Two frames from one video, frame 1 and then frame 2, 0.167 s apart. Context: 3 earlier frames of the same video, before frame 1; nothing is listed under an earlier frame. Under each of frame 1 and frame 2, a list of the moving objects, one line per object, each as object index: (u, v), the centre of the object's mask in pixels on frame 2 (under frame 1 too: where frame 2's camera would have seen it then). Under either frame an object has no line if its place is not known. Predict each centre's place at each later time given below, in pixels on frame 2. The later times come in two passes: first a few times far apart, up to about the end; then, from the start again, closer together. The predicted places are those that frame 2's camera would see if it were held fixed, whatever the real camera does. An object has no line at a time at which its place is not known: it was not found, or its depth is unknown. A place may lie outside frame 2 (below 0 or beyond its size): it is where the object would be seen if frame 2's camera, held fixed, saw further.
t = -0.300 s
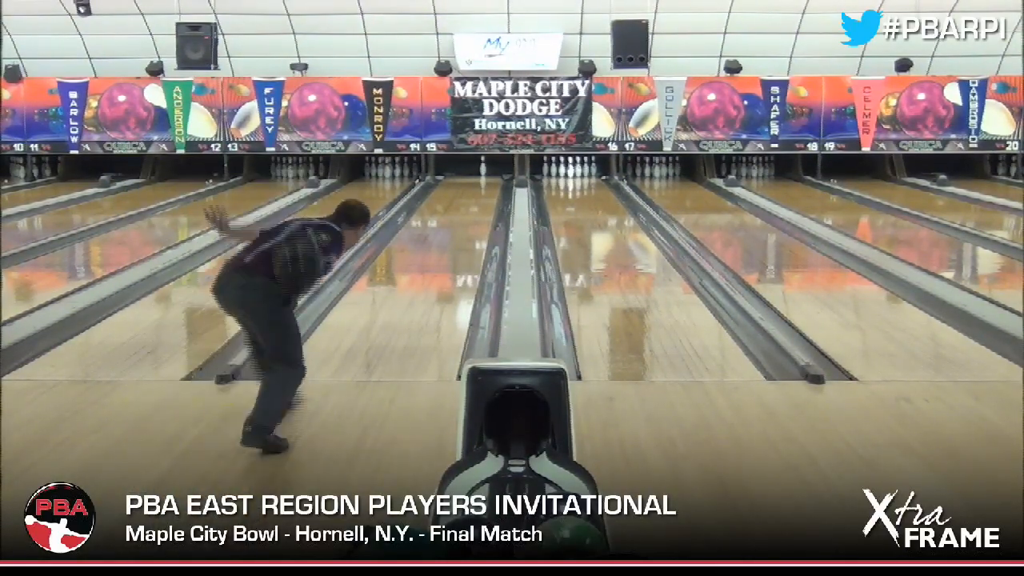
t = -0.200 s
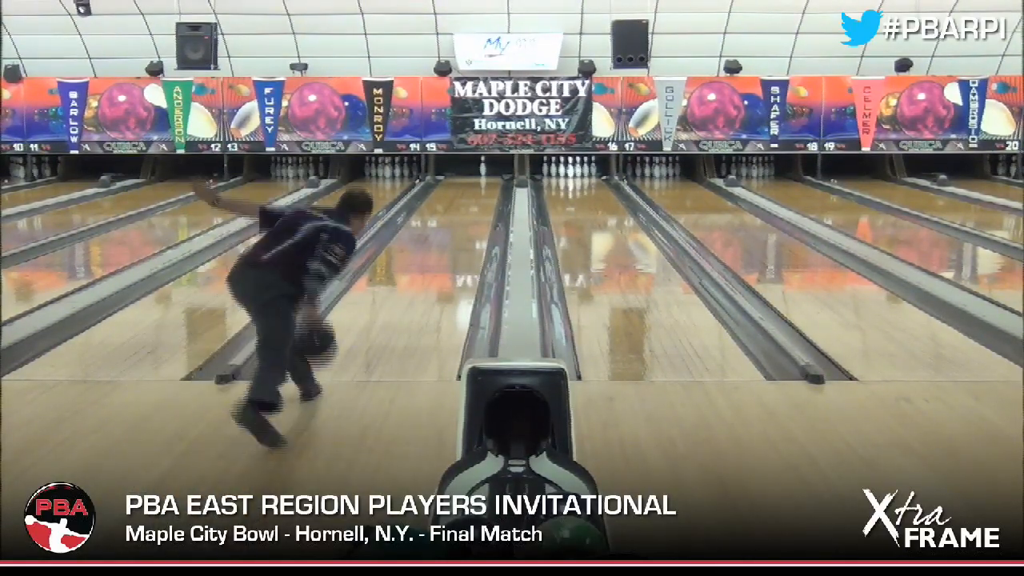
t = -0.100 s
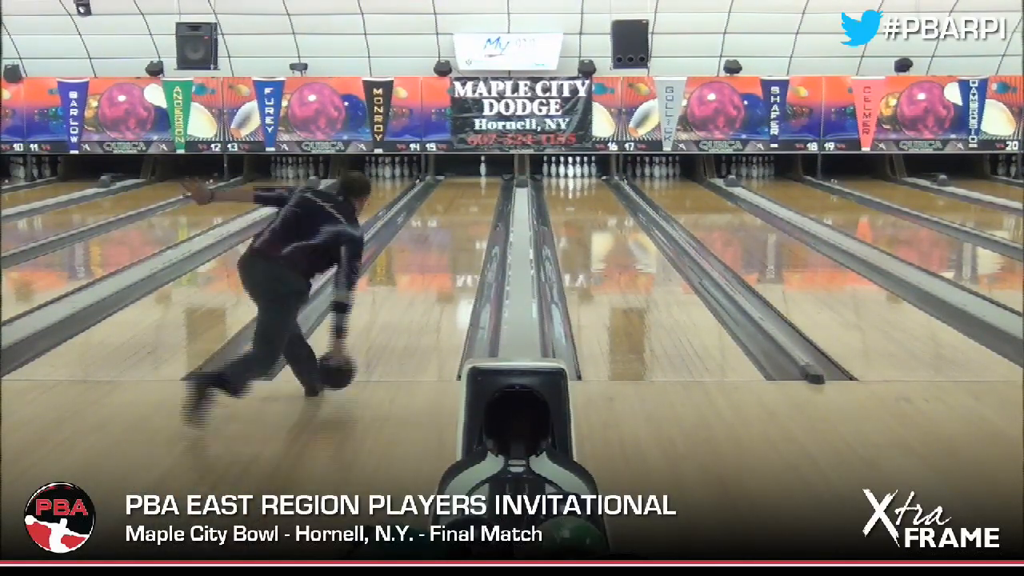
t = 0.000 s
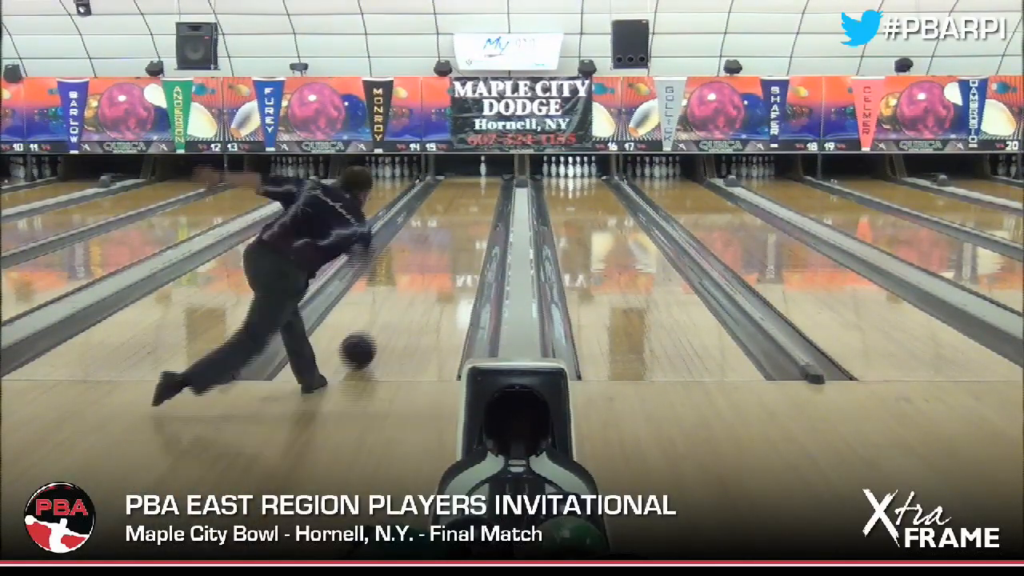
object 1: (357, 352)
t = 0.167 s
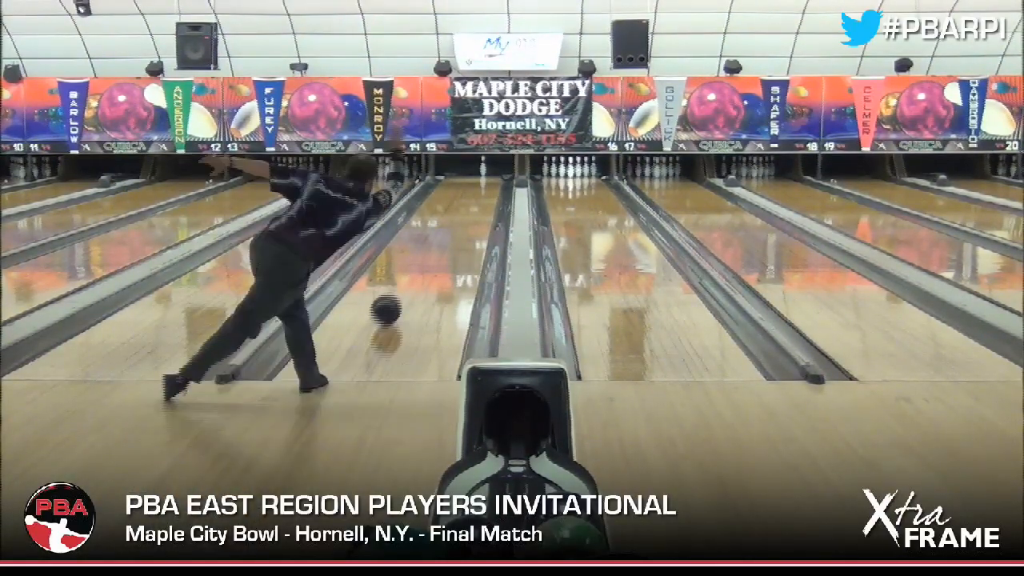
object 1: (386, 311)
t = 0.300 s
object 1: (403, 286)
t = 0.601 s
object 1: (430, 247)
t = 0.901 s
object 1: (448, 221)
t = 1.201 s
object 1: (461, 202)
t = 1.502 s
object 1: (470, 188)
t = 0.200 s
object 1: (391, 304)
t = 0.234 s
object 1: (395, 299)
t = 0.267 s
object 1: (399, 292)
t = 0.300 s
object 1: (403, 286)
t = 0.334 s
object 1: (406, 280)
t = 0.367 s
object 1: (410, 275)
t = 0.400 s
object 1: (413, 271)
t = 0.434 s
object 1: (416, 266)
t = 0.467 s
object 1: (419, 262)
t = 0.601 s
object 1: (430, 247)
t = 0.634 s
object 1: (432, 243)
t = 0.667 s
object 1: (435, 240)
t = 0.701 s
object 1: (437, 237)
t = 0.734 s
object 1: (439, 234)
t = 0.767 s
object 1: (441, 231)
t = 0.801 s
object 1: (443, 228)
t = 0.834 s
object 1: (444, 225)
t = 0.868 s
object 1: (446, 223)
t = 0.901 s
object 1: (448, 221)
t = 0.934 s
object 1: (450, 218)
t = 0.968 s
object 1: (451, 215)
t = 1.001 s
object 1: (453, 213)
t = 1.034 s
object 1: (454, 211)
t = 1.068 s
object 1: (455, 209)
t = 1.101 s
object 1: (457, 207)
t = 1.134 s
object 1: (458, 206)
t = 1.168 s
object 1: (459, 203)
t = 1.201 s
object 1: (461, 202)
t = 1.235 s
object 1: (462, 200)
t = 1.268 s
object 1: (463, 199)
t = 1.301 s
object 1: (464, 197)
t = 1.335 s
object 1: (464, 195)
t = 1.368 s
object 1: (465, 194)
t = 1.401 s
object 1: (467, 192)
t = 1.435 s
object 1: (467, 191)
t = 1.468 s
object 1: (468, 190)
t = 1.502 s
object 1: (470, 188)
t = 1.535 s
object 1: (470, 186)
